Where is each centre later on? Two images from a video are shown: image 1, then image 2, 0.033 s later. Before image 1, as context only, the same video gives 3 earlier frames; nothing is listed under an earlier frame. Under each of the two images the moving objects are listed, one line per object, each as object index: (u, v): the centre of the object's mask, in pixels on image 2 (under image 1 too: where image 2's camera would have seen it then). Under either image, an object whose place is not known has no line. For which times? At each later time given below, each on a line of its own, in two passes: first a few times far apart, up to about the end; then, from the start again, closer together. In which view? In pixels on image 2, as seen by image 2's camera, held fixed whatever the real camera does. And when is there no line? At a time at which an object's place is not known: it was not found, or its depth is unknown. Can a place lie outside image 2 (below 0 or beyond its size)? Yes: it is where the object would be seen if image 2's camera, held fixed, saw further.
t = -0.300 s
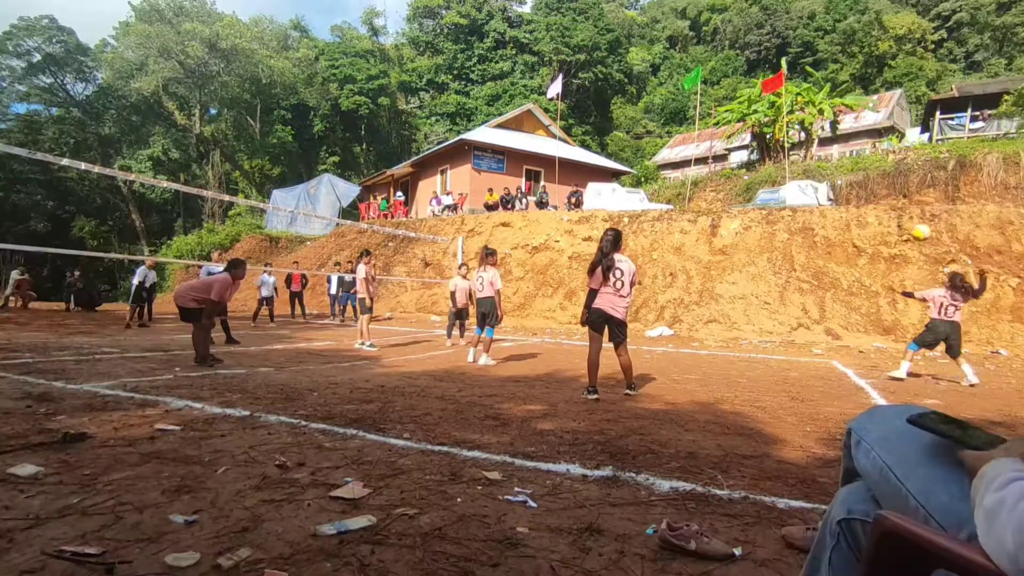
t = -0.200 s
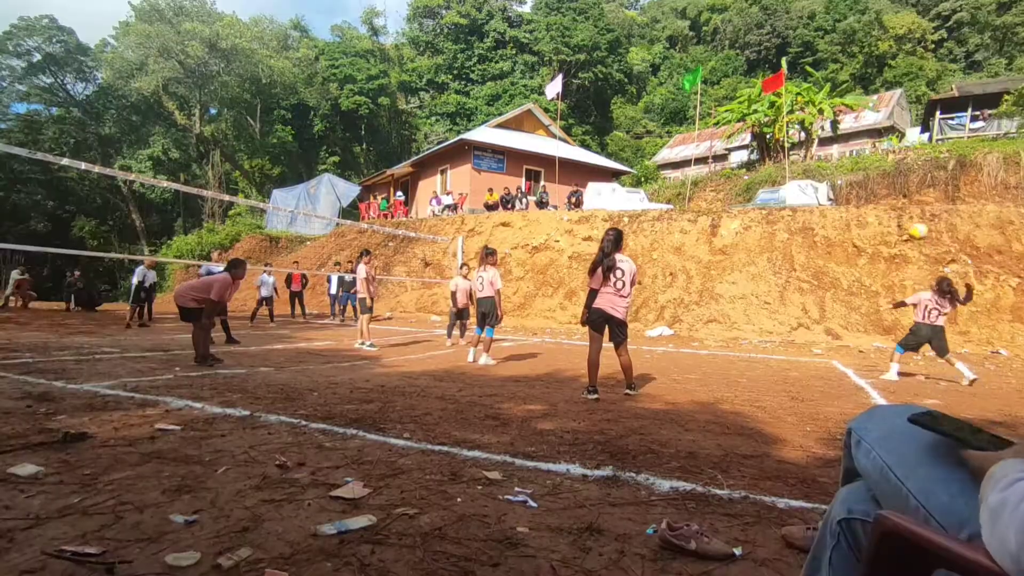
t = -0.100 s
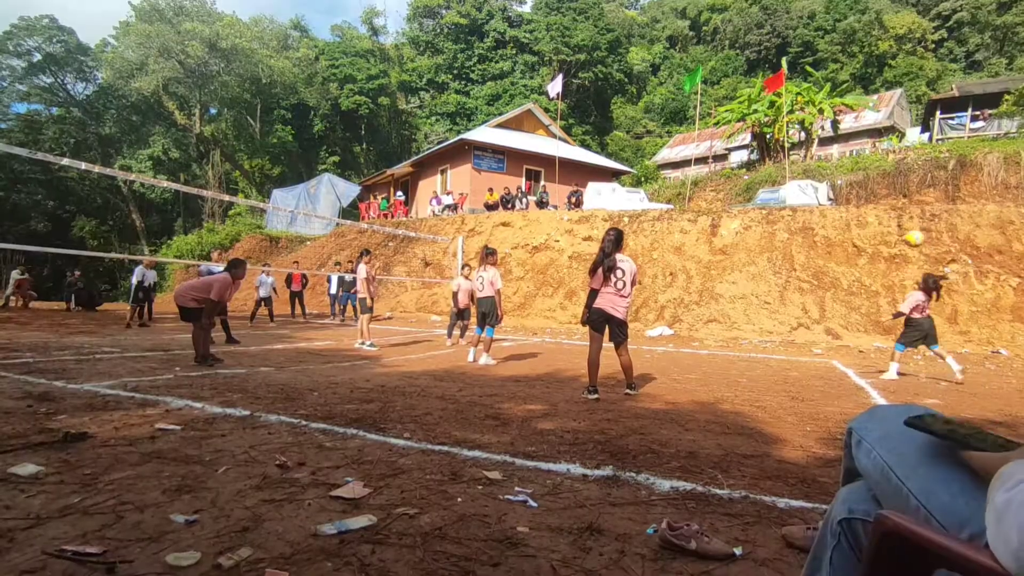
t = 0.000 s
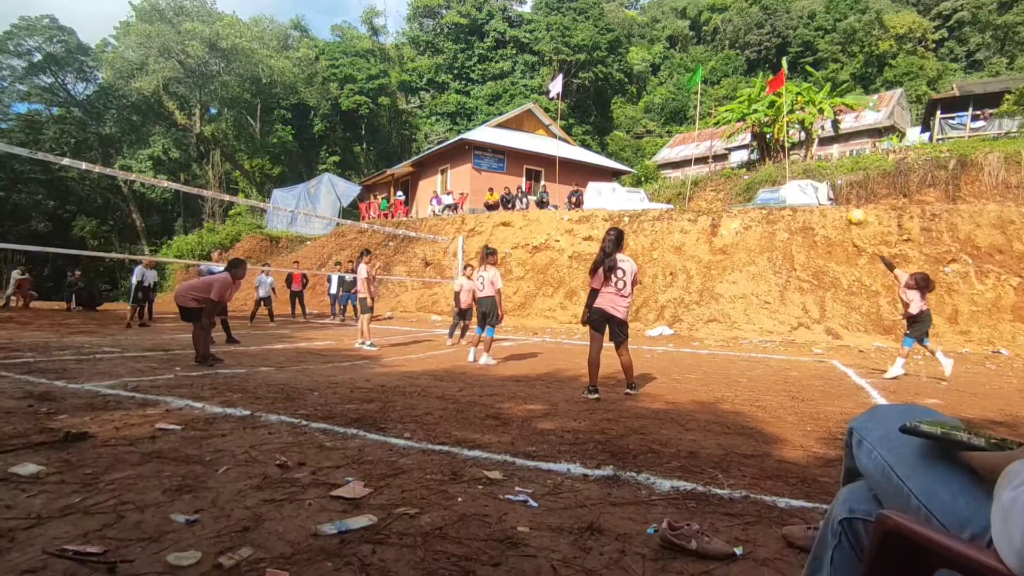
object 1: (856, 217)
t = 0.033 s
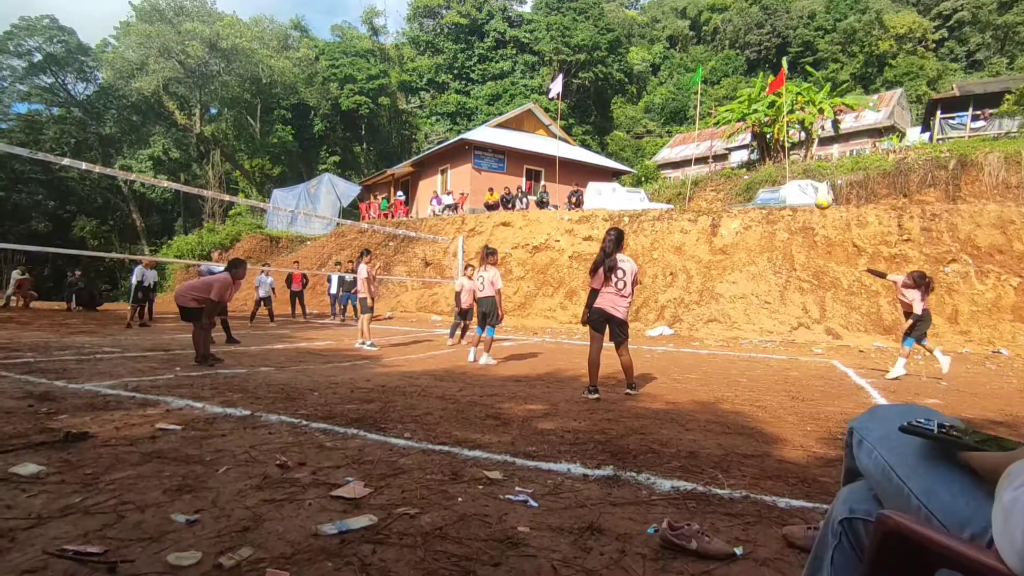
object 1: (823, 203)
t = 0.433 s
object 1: (478, 89)
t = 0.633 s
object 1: (336, 78)
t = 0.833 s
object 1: (210, 93)
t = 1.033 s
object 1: (96, 128)
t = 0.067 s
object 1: (790, 186)
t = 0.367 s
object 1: (529, 98)
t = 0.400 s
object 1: (503, 93)
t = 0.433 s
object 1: (478, 89)
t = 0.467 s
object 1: (453, 85)
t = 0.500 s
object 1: (429, 83)
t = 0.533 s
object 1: (405, 80)
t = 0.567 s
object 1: (382, 79)
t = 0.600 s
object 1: (359, 78)
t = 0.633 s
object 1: (336, 78)
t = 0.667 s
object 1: (315, 79)
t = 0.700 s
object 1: (292, 81)
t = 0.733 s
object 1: (271, 83)
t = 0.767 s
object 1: (251, 86)
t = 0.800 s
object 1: (231, 89)
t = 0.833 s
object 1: (210, 93)
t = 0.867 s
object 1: (191, 97)
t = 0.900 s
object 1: (171, 102)
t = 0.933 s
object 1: (152, 108)
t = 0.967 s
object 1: (133, 115)
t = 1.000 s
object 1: (115, 121)
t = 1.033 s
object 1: (96, 128)
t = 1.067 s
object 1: (79, 136)
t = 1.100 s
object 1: (61, 143)
